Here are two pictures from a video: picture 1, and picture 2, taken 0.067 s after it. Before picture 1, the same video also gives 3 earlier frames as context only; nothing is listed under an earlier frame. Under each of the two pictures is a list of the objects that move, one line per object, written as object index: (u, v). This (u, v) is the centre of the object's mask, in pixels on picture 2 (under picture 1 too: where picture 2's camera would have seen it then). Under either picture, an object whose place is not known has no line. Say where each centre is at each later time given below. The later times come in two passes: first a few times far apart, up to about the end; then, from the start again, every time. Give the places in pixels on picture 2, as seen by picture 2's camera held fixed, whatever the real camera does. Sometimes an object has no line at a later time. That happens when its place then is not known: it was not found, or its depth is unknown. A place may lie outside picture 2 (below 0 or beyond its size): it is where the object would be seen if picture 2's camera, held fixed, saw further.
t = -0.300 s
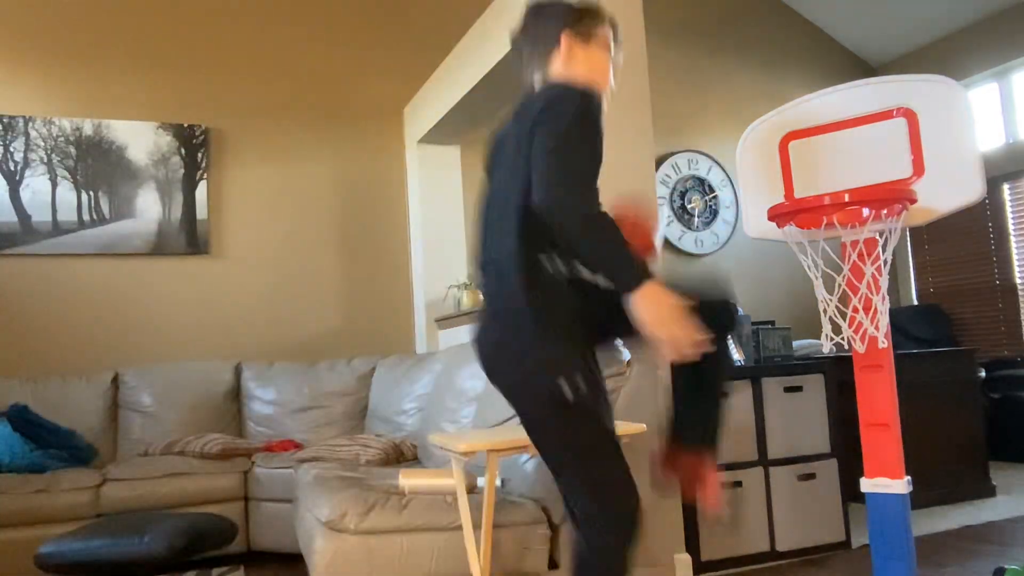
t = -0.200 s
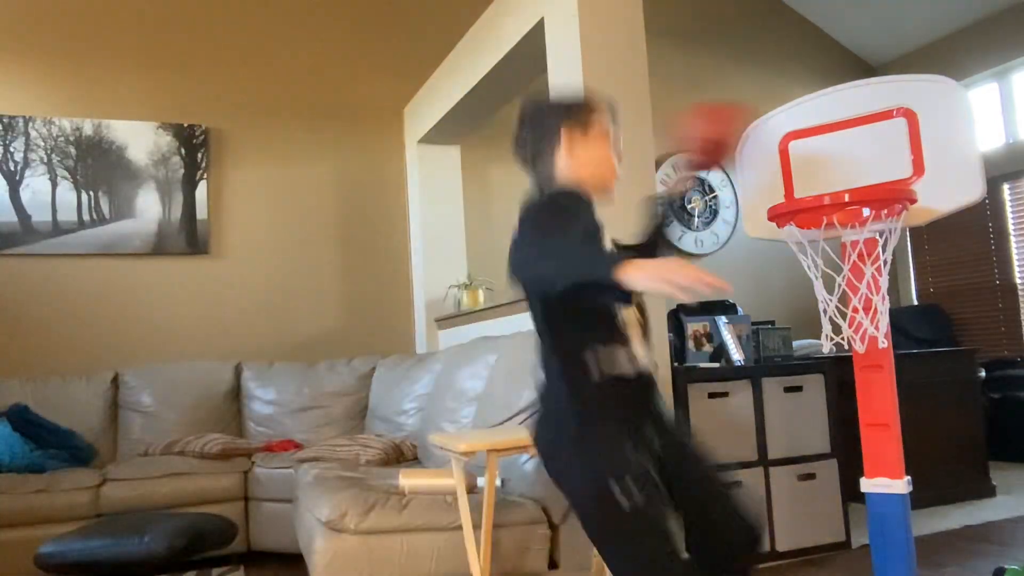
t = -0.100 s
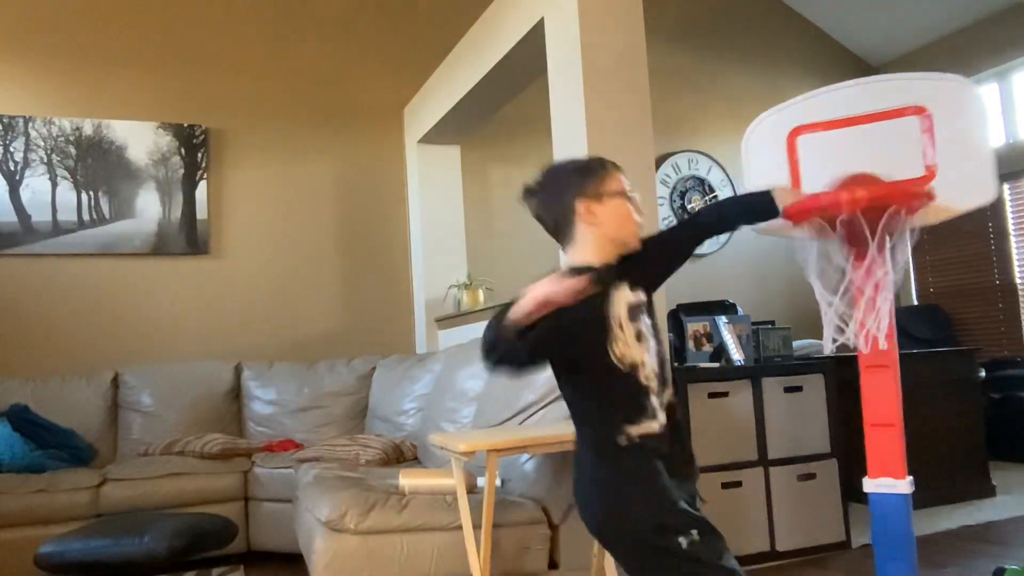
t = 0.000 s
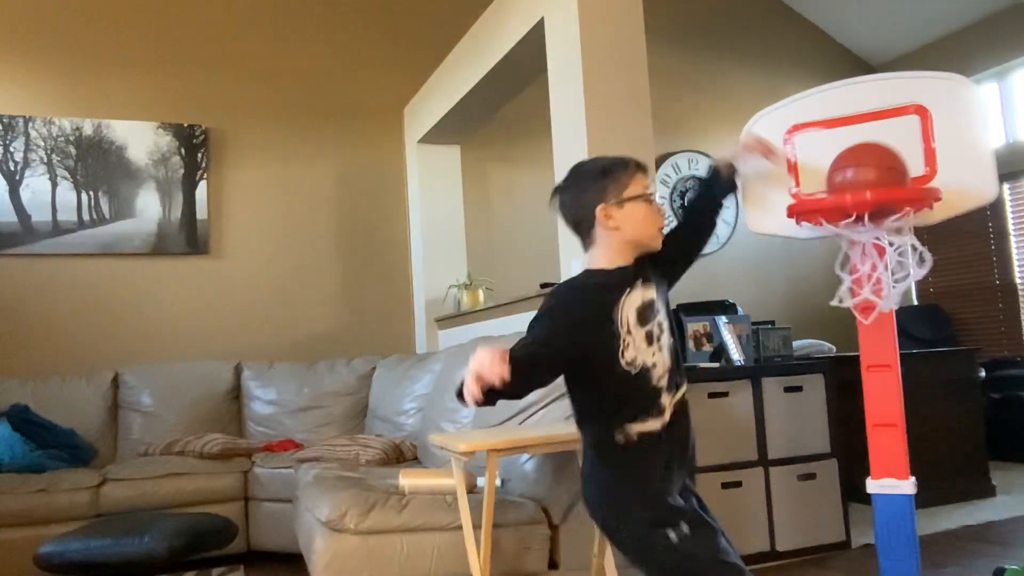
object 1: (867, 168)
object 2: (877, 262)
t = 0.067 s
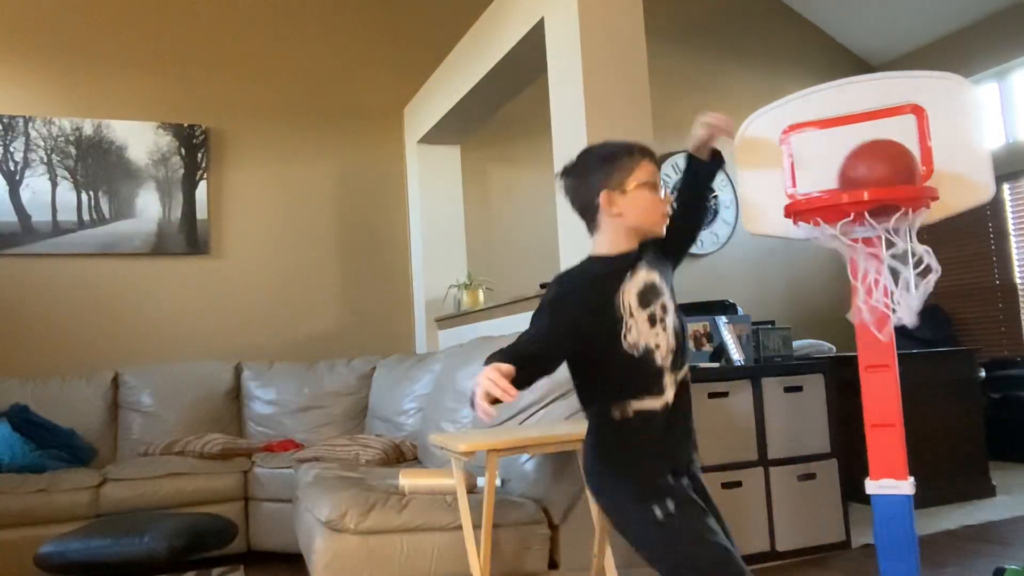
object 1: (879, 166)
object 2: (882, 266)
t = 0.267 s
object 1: (840, 246)
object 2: (865, 280)
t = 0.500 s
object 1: (861, 382)
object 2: (867, 282)
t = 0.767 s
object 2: (869, 278)
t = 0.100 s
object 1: (883, 168)
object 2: (882, 270)
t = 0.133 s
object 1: (876, 178)
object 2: (877, 270)
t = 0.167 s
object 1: (869, 186)
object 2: (873, 275)
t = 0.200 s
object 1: (858, 214)
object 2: (868, 280)
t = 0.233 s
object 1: (851, 236)
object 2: (866, 280)
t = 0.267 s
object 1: (840, 246)
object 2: (865, 280)
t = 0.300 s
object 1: (837, 264)
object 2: (857, 271)
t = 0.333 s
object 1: (839, 274)
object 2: (852, 268)
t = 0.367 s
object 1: (843, 281)
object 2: (851, 269)
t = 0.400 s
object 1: (844, 307)
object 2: (855, 267)
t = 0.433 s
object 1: (847, 335)
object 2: (859, 271)
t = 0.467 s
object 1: (855, 354)
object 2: (863, 275)
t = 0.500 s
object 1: (861, 382)
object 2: (867, 282)
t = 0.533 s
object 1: (870, 414)
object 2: (871, 279)
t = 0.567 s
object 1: (877, 453)
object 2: (873, 277)
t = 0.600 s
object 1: (885, 506)
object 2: (873, 276)
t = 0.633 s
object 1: (894, 553)
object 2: (872, 277)
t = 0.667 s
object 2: (872, 272)
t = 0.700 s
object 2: (870, 278)
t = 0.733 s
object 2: (869, 278)
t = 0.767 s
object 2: (869, 278)
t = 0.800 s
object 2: (869, 278)
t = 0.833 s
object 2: (869, 278)
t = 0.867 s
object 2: (869, 278)
